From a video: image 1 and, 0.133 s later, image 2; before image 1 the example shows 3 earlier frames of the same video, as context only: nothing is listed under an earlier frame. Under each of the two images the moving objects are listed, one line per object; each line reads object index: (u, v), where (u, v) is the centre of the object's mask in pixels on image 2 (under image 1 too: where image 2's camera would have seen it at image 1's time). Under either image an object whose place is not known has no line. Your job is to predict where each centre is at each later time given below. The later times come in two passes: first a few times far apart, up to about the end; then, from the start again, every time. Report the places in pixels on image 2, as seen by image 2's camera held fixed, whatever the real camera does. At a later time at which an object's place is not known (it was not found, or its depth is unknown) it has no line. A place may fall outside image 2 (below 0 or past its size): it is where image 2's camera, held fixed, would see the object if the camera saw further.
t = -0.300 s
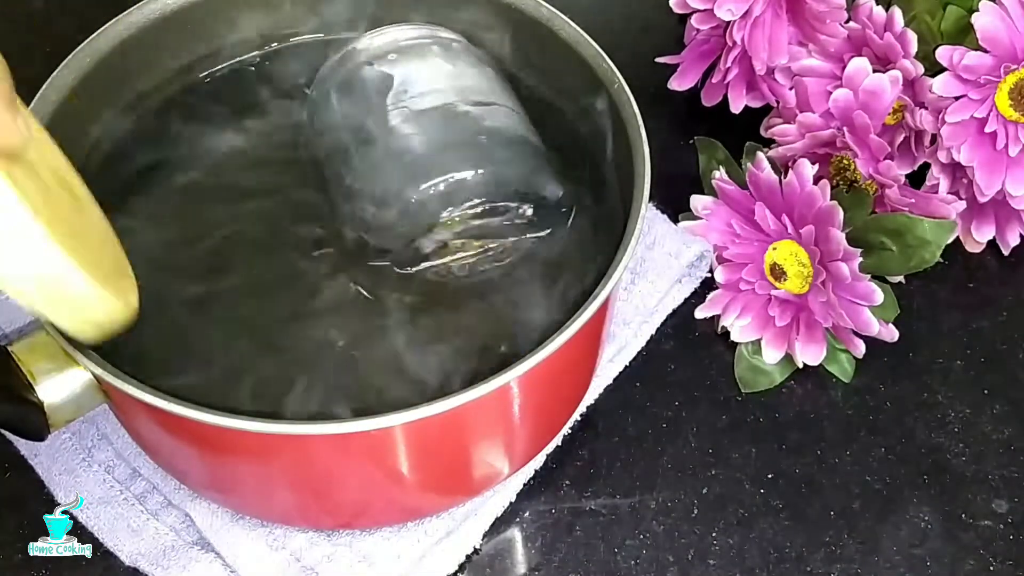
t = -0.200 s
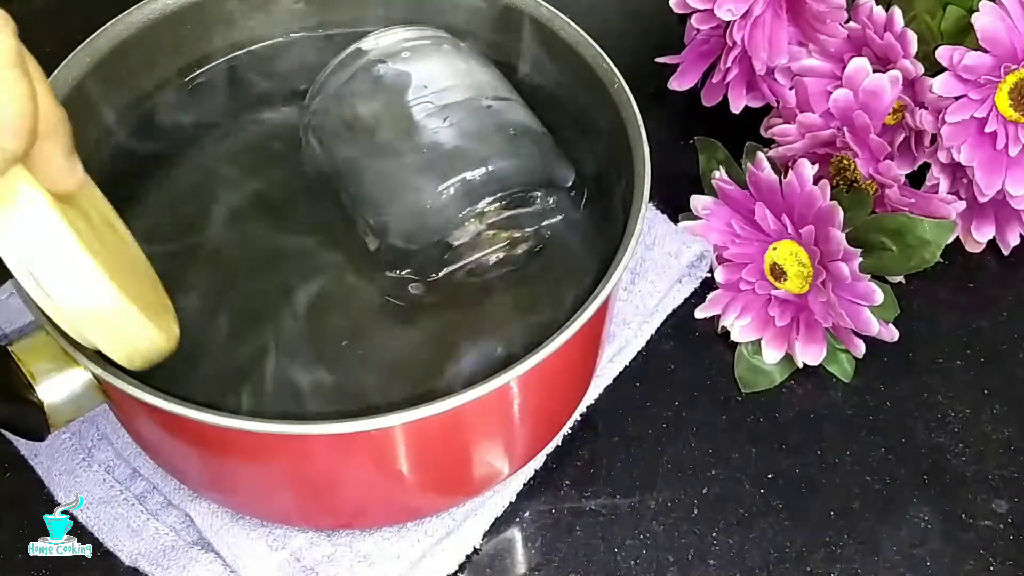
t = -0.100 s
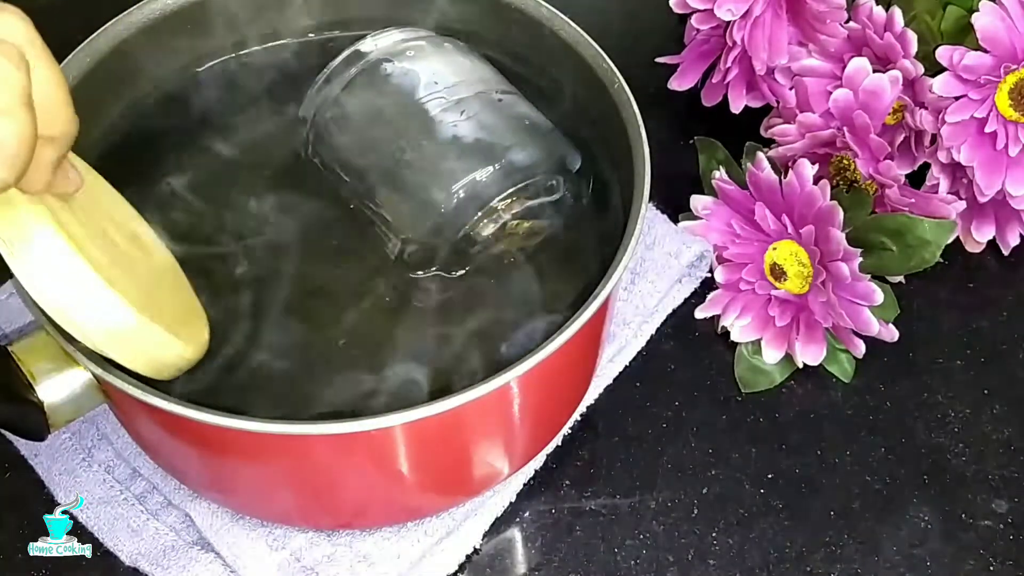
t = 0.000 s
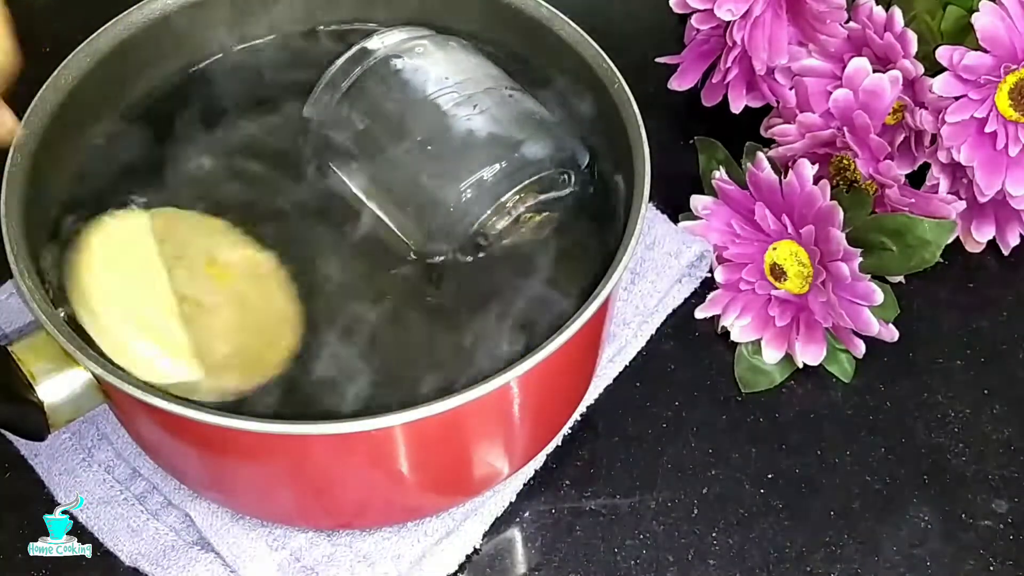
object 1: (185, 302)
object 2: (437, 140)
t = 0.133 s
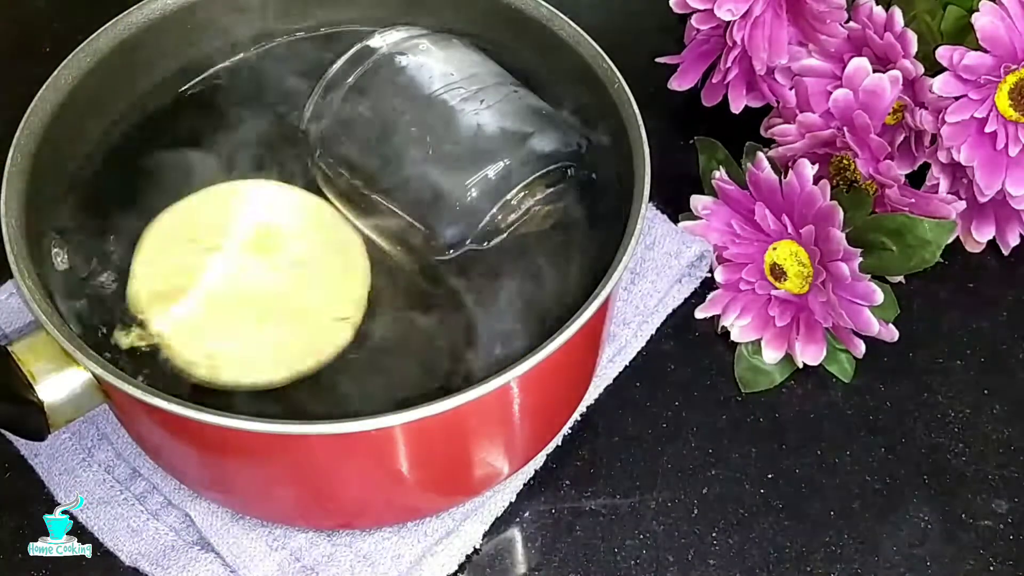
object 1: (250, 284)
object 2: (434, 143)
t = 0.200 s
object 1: (217, 254)
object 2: (431, 143)
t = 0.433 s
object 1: (221, 253)
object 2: (438, 133)
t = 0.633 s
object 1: (212, 267)
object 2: (442, 133)
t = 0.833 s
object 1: (198, 275)
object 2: (438, 135)
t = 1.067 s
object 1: (210, 290)
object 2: (438, 136)
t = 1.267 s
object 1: (225, 300)
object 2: (441, 135)
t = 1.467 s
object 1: (225, 303)
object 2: (437, 137)
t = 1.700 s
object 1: (229, 306)
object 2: (437, 135)
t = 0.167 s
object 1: (229, 275)
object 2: (433, 144)
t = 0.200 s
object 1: (217, 254)
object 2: (431, 143)
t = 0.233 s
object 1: (200, 236)
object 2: (438, 134)
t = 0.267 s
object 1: (199, 232)
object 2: (441, 135)
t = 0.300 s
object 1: (204, 232)
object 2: (442, 132)
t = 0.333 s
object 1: (210, 238)
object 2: (442, 137)
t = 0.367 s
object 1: (216, 247)
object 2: (440, 134)
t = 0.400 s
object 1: (220, 253)
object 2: (439, 134)
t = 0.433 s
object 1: (221, 253)
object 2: (438, 133)
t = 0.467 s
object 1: (218, 252)
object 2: (437, 134)
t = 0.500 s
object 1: (209, 249)
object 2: (437, 137)
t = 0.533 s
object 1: (198, 249)
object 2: (438, 135)
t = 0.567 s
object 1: (197, 254)
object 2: (439, 135)
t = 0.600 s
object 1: (204, 261)
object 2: (441, 133)
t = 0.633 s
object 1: (212, 267)
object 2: (442, 133)
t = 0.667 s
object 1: (212, 271)
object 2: (444, 133)
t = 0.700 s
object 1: (205, 272)
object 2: (443, 135)
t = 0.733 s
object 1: (197, 270)
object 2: (439, 134)
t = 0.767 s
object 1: (195, 269)
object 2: (439, 134)
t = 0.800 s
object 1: (196, 270)
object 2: (439, 135)
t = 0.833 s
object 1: (198, 275)
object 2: (438, 135)
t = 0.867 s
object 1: (201, 280)
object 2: (437, 135)
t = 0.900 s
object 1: (201, 285)
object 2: (438, 135)
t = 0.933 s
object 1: (203, 287)
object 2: (438, 135)
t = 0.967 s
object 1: (208, 287)
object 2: (439, 134)
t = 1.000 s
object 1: (214, 287)
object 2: (439, 135)
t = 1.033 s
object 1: (215, 289)
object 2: (439, 135)
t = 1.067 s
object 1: (210, 290)
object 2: (438, 136)
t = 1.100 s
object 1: (203, 288)
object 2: (437, 137)
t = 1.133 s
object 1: (203, 286)
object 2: (438, 136)
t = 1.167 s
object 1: (206, 285)
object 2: (439, 136)
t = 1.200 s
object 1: (216, 288)
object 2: (440, 135)
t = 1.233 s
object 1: (224, 294)
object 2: (441, 135)
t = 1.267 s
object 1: (225, 300)
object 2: (441, 135)
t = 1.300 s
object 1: (221, 301)
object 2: (440, 136)
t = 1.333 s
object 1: (218, 297)
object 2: (438, 136)
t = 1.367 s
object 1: (218, 295)
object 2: (437, 136)
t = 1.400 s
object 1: (221, 296)
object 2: (438, 136)
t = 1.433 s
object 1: (223, 299)
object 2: (438, 137)
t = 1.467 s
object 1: (225, 303)
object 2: (437, 137)
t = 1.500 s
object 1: (227, 304)
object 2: (438, 136)
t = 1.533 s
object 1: (229, 306)
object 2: (438, 137)
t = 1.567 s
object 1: (232, 306)
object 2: (438, 134)
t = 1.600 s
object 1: (234, 307)
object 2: (438, 134)
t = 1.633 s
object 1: (233, 308)
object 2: (438, 134)
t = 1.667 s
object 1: (230, 307)
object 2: (438, 135)
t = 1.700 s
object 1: (229, 306)
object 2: (437, 135)
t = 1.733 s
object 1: (230, 306)
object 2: (437, 136)
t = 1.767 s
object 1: (234, 308)
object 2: (437, 135)
